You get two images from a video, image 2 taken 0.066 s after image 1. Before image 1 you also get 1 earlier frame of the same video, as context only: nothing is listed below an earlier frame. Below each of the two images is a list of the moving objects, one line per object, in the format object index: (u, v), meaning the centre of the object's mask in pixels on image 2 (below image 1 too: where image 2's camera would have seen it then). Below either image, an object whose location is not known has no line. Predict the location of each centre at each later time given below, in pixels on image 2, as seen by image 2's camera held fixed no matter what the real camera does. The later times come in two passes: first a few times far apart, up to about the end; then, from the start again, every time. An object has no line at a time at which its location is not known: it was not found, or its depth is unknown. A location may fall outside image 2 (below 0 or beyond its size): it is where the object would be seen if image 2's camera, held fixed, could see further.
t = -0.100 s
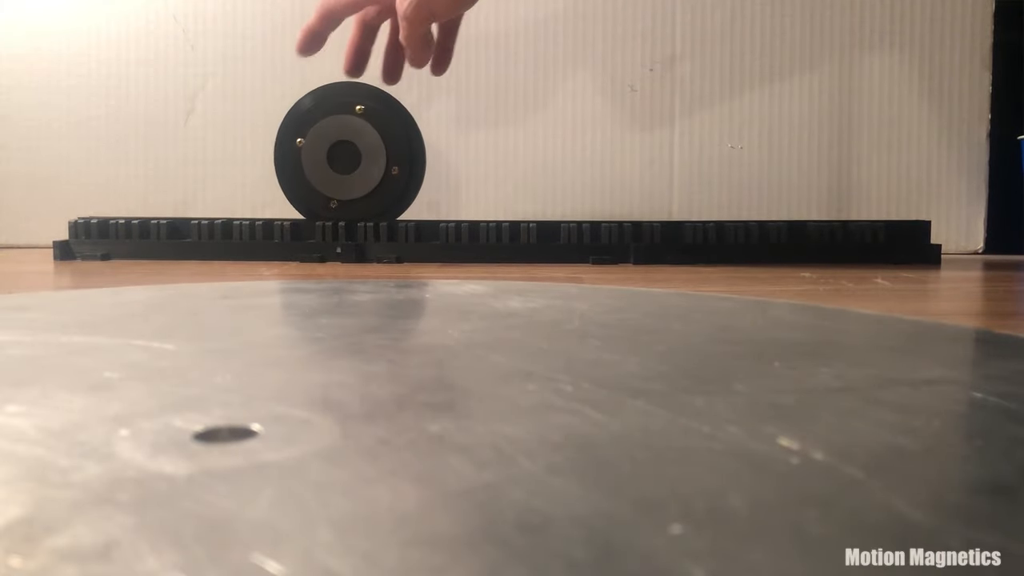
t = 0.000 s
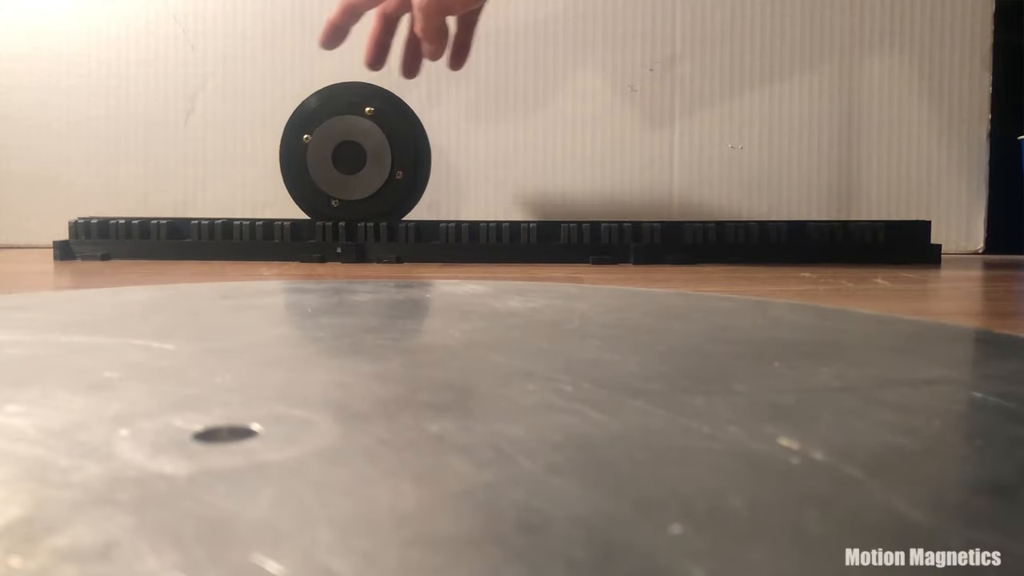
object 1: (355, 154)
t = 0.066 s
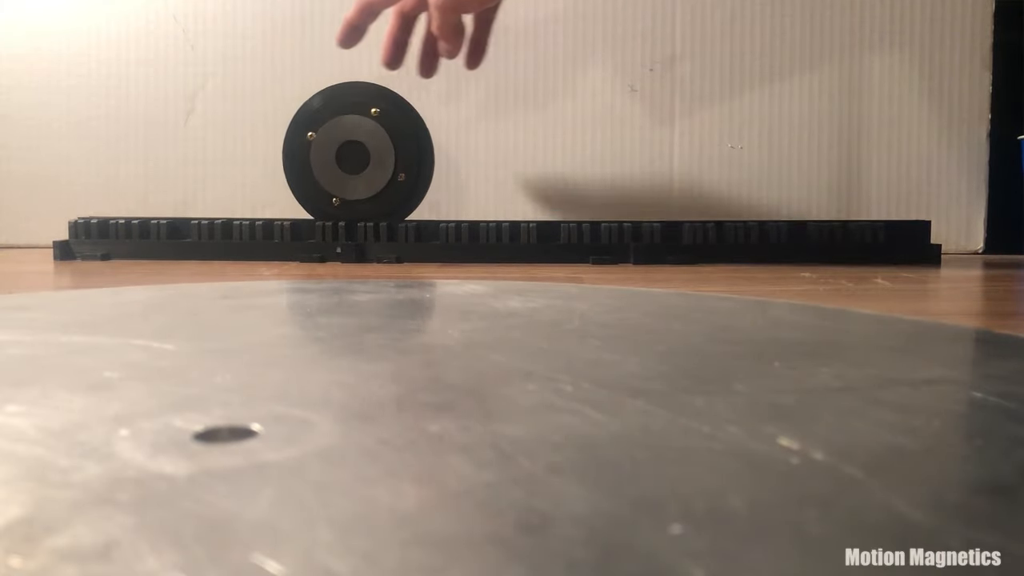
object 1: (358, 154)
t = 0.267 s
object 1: (375, 155)
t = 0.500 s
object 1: (402, 155)
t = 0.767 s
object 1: (419, 155)
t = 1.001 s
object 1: (405, 155)
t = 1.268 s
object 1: (381, 154)
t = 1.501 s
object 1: (374, 155)
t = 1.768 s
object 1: (383, 155)
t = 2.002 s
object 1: (399, 155)
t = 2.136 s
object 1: (406, 155)
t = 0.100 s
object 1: (360, 154)
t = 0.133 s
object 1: (362, 154)
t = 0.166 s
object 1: (365, 155)
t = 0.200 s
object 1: (368, 155)
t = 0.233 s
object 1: (371, 155)
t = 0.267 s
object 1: (375, 155)
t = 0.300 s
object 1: (378, 155)
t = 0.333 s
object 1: (382, 155)
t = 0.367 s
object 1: (386, 155)
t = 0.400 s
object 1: (390, 155)
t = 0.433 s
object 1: (394, 155)
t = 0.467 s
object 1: (398, 155)
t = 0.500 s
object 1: (402, 155)
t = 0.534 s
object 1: (406, 155)
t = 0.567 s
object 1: (409, 155)
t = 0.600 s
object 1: (413, 155)
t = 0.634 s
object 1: (415, 155)
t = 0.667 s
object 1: (417, 155)
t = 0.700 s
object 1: (419, 155)
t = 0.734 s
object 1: (419, 155)
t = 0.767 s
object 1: (419, 155)
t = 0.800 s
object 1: (419, 155)
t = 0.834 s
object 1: (418, 155)
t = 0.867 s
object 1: (416, 155)
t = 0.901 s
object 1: (413, 155)
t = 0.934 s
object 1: (411, 155)
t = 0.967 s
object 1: (408, 155)
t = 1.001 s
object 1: (405, 155)
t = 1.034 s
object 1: (402, 155)
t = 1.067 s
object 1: (399, 155)
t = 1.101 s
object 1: (396, 155)
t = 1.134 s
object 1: (392, 154)
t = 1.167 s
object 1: (389, 155)
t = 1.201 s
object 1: (386, 155)
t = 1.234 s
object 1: (384, 155)
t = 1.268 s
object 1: (381, 154)
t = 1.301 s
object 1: (379, 154)
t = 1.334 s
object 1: (377, 155)
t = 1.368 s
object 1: (376, 154)
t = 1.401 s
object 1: (375, 155)
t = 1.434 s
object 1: (374, 155)
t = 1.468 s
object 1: (373, 154)
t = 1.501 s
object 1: (374, 155)
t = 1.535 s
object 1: (374, 154)
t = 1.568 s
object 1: (375, 155)
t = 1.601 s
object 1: (375, 155)
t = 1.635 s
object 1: (377, 155)
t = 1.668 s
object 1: (378, 155)
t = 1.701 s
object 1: (379, 155)
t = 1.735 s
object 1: (381, 155)
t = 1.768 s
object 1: (383, 155)
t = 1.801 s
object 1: (385, 155)
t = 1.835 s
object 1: (387, 155)
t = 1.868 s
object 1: (390, 155)
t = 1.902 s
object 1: (392, 155)
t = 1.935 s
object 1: (395, 155)
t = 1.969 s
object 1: (397, 155)
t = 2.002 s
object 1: (399, 155)
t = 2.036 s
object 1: (401, 155)
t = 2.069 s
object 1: (403, 155)
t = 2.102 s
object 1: (405, 154)
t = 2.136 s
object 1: (406, 155)
